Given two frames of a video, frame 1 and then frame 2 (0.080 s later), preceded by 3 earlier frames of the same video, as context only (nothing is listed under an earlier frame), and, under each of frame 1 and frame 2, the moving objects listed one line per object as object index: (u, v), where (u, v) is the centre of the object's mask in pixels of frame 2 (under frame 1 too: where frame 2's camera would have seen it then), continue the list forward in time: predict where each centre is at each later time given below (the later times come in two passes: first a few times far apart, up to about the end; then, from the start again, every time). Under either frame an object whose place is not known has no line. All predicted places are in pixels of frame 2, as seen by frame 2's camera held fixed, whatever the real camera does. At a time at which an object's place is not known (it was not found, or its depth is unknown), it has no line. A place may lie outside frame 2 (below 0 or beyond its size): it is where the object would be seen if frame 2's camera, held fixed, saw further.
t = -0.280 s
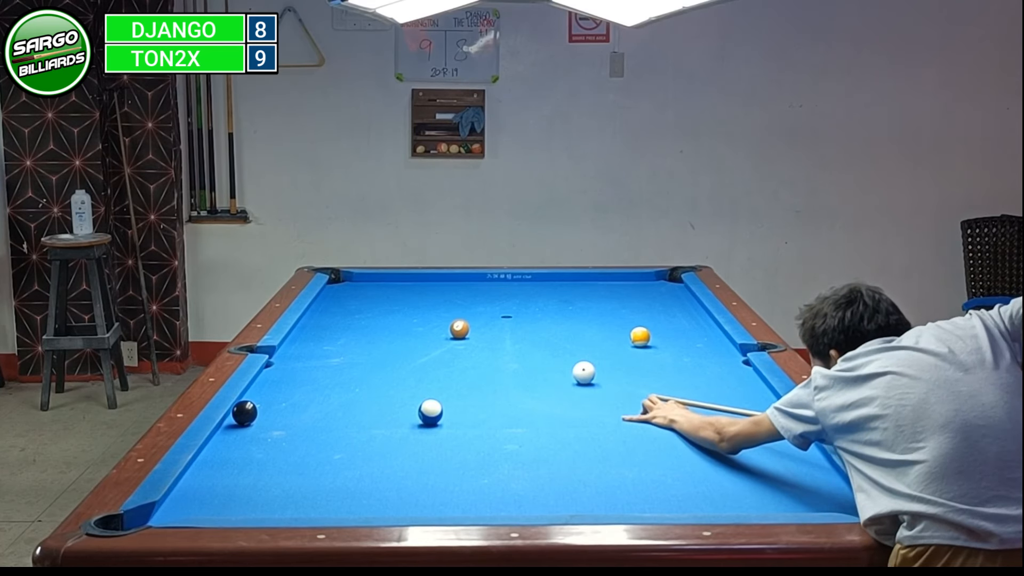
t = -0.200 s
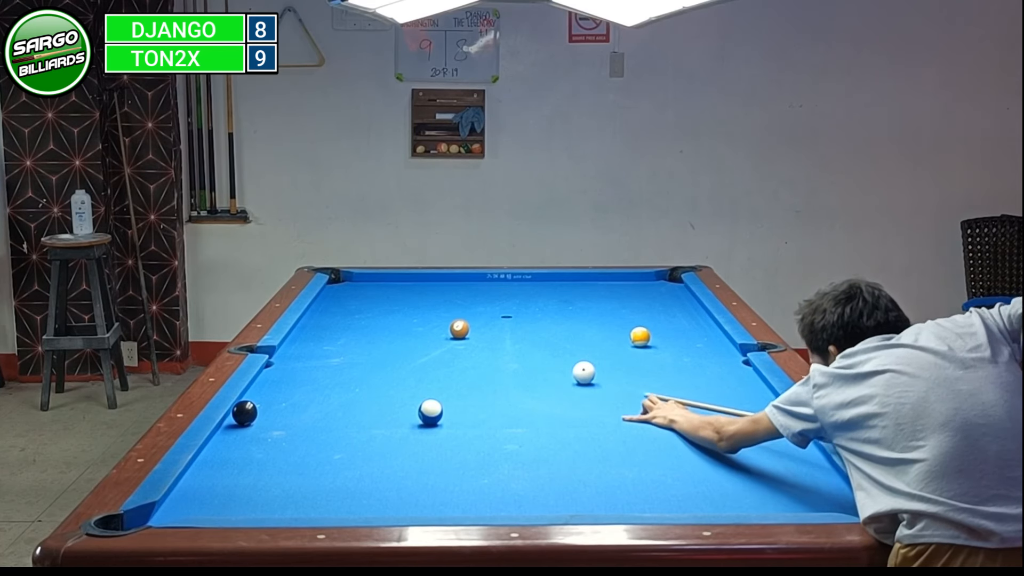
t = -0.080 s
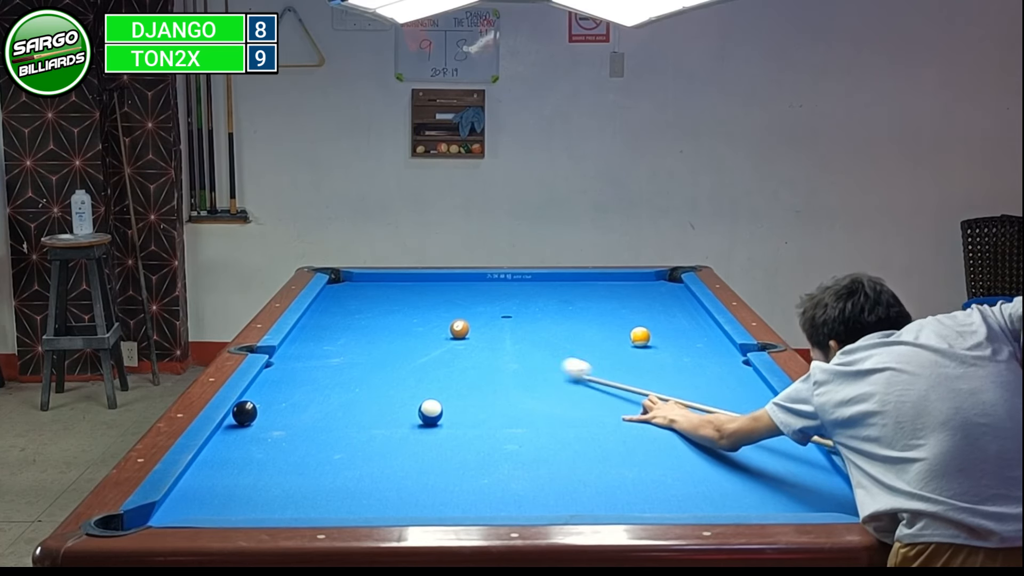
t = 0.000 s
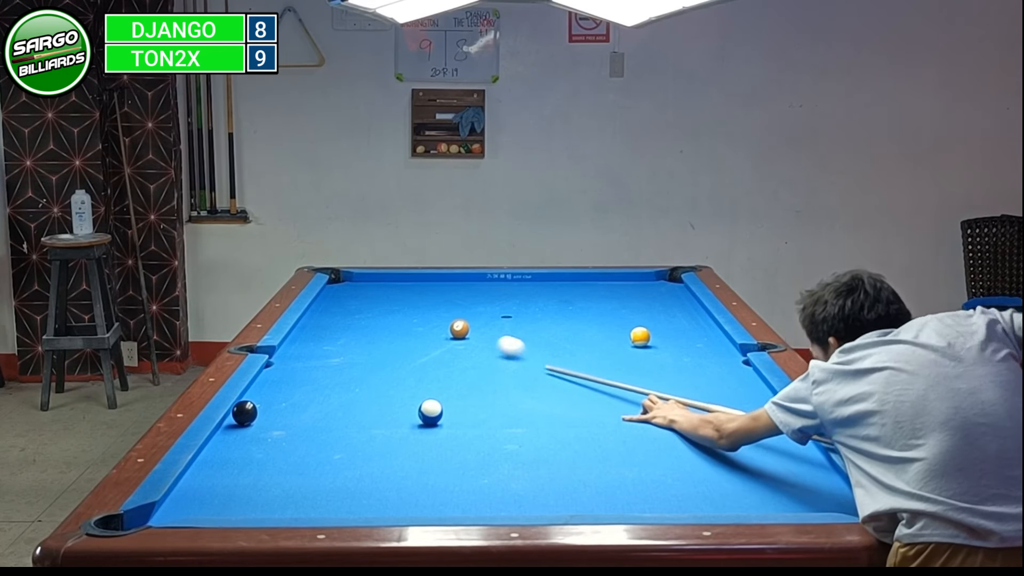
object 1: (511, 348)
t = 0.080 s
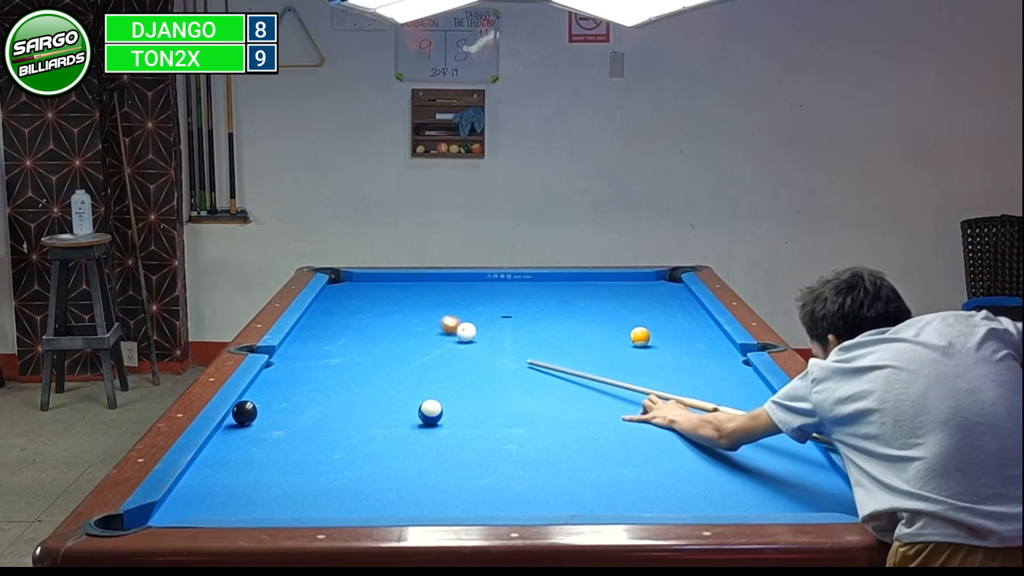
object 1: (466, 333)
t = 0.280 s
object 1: (455, 334)
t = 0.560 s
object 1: (440, 335)
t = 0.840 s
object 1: (428, 336)
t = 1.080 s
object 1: (419, 337)
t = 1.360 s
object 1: (411, 338)
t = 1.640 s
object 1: (405, 338)
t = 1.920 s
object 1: (401, 339)
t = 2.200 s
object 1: (400, 339)
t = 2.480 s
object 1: (401, 339)
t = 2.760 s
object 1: (400, 339)
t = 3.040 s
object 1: (400, 339)
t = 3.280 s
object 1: (400, 339)
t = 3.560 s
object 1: (401, 339)
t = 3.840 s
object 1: (401, 339)
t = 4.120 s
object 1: (401, 339)
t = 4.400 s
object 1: (400, 339)
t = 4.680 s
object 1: (400, 339)
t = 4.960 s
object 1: (400, 339)
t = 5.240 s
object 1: (401, 339)
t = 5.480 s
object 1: (400, 339)
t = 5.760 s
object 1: (401, 339)
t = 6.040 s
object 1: (400, 339)
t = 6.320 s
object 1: (400, 339)
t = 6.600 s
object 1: (400, 339)
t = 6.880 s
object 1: (400, 339)
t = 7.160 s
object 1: (401, 339)
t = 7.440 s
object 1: (401, 339)
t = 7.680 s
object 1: (401, 339)
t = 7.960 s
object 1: (401, 339)
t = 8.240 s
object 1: (401, 339)
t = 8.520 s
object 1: (400, 339)
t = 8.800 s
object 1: (401, 339)
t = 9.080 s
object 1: (401, 339)
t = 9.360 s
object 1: (401, 339)
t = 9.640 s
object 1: (400, 339)
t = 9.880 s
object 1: (400, 339)
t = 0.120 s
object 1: (463, 333)
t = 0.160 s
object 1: (461, 334)
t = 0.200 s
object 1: (458, 333)
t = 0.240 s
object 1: (457, 333)
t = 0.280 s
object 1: (455, 334)
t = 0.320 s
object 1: (452, 334)
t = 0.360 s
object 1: (450, 334)
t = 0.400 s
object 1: (448, 334)
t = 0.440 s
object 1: (446, 334)
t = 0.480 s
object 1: (444, 335)
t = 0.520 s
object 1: (442, 335)
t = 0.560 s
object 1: (440, 335)
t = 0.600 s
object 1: (439, 335)
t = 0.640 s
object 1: (436, 335)
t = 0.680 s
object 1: (435, 335)
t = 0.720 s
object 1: (433, 336)
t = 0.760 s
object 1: (431, 336)
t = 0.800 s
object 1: (430, 336)
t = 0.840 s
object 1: (428, 336)
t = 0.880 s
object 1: (427, 336)
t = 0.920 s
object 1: (425, 336)
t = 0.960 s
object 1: (423, 337)
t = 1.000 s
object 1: (422, 337)
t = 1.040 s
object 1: (420, 337)
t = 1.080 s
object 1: (419, 337)
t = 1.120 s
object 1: (418, 337)
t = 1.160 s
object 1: (416, 337)
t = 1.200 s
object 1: (415, 337)
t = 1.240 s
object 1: (414, 337)
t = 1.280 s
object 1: (413, 338)
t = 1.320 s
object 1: (412, 338)
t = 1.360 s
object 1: (411, 338)
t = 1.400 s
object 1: (410, 338)
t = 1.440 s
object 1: (409, 338)
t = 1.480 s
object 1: (408, 338)
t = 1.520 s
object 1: (407, 338)
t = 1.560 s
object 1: (406, 338)
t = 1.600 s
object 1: (406, 338)
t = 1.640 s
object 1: (405, 338)
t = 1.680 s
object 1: (404, 338)
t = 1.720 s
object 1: (404, 339)
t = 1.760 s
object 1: (403, 339)
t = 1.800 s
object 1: (403, 339)
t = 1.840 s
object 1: (402, 339)
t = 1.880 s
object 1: (402, 339)
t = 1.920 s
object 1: (401, 339)
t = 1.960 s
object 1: (401, 339)
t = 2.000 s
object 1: (401, 339)
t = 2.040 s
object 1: (401, 339)
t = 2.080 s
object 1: (401, 339)
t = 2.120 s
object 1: (401, 339)
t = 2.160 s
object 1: (400, 339)
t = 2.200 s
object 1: (400, 339)
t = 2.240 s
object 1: (400, 339)
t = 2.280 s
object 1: (400, 339)
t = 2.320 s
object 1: (400, 339)
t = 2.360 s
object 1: (400, 339)
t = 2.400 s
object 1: (400, 339)
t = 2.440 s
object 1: (400, 339)
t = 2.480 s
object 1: (401, 339)
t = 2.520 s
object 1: (401, 339)
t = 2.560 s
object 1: (400, 339)
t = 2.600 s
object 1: (400, 339)
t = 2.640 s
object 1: (400, 339)
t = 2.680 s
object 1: (400, 339)
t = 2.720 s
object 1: (400, 339)
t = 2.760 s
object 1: (400, 339)
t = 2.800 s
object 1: (400, 339)
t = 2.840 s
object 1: (400, 339)
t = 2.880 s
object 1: (400, 339)
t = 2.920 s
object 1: (400, 339)
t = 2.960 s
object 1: (400, 339)
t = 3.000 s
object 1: (400, 339)
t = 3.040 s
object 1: (400, 339)
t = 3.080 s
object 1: (400, 339)
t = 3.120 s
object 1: (400, 339)
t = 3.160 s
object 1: (400, 339)
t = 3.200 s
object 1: (400, 339)
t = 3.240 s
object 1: (401, 339)
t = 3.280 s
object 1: (400, 339)
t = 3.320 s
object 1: (400, 339)
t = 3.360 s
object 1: (400, 339)
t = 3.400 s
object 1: (401, 339)
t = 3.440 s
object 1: (401, 339)
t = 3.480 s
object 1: (400, 339)
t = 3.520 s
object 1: (400, 339)
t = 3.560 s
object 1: (401, 339)
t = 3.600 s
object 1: (401, 339)
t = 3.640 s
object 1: (400, 339)
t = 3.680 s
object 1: (400, 339)
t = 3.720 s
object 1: (400, 339)
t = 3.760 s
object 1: (401, 339)
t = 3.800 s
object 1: (401, 339)
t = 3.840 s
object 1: (401, 339)
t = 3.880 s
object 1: (400, 339)
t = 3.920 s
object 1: (401, 339)
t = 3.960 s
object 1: (401, 339)
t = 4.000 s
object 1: (401, 339)
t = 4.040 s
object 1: (401, 339)
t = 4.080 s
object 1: (401, 339)
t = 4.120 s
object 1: (401, 339)
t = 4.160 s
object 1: (401, 339)
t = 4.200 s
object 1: (401, 339)
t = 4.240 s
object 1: (401, 339)
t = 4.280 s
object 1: (401, 339)
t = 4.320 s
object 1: (400, 339)
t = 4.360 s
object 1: (400, 339)
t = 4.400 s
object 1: (400, 339)
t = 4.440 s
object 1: (400, 339)
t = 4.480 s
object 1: (400, 339)
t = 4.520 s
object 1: (400, 339)
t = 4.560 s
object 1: (400, 339)
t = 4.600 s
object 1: (400, 339)
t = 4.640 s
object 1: (400, 339)
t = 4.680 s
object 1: (400, 339)
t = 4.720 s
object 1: (400, 339)
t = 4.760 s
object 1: (400, 339)
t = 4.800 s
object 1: (400, 339)
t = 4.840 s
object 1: (401, 339)
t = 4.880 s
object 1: (401, 339)
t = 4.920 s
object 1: (401, 339)
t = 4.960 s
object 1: (400, 339)
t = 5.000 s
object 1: (401, 339)
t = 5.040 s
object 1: (401, 339)
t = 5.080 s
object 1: (401, 339)
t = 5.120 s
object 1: (401, 339)
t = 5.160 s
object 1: (401, 339)
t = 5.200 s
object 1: (401, 339)
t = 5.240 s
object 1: (401, 339)
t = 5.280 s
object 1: (400, 339)
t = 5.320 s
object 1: (400, 339)
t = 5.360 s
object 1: (401, 339)
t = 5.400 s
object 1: (400, 339)
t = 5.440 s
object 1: (400, 339)
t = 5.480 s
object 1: (400, 339)
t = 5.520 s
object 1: (400, 339)
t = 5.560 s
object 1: (400, 339)
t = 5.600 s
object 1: (400, 339)
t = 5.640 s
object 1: (400, 339)
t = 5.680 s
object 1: (400, 339)
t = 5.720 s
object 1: (400, 339)
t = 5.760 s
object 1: (401, 339)
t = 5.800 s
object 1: (401, 339)
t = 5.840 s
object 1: (400, 339)
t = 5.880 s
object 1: (400, 339)
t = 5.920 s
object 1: (400, 339)
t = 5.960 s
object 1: (400, 339)
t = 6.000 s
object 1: (400, 339)
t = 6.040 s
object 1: (400, 339)
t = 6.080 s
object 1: (401, 339)
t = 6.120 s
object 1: (401, 339)
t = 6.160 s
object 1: (401, 339)
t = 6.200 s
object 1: (400, 339)
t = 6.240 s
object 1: (400, 339)
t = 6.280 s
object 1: (400, 339)
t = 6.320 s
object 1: (400, 339)
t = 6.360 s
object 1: (400, 339)
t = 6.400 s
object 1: (400, 339)
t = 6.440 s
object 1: (400, 339)
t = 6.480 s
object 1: (400, 339)
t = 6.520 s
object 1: (400, 339)
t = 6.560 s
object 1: (400, 339)
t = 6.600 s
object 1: (400, 339)
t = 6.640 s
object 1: (400, 339)
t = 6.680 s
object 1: (400, 339)
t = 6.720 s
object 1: (400, 339)
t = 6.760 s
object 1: (401, 339)
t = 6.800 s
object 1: (400, 339)
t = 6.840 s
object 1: (400, 339)
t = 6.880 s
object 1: (400, 339)
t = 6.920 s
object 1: (400, 339)
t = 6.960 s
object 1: (400, 339)
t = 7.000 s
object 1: (400, 339)
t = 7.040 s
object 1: (400, 339)
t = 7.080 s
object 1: (400, 339)
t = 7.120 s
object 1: (400, 339)
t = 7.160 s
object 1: (401, 339)
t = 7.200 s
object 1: (400, 339)
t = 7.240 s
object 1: (400, 339)
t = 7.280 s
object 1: (401, 339)
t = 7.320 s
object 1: (400, 339)
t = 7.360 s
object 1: (400, 339)
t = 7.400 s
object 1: (400, 339)
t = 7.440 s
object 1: (401, 339)
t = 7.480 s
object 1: (400, 339)
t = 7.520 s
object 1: (400, 339)
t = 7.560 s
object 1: (401, 339)
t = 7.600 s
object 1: (400, 339)
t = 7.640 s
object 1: (401, 339)
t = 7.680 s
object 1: (401, 339)
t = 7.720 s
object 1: (400, 339)
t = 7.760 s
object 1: (401, 339)
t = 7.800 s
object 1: (400, 339)
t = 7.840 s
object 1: (401, 339)
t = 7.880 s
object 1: (400, 339)
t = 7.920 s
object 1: (401, 339)
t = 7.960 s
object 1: (401, 339)
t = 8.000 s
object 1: (400, 339)
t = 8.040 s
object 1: (401, 339)
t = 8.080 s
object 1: (401, 339)
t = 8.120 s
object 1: (400, 339)
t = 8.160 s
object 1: (400, 339)
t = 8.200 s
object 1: (400, 339)
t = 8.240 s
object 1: (401, 339)
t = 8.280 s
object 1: (400, 339)
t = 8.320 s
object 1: (400, 339)
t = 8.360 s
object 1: (400, 339)
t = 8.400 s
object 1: (400, 339)
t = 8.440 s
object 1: (400, 339)
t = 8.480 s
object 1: (400, 339)
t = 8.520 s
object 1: (400, 339)
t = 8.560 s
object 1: (400, 339)
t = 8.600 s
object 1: (400, 339)
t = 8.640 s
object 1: (400, 339)
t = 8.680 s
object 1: (400, 339)
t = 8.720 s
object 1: (400, 339)
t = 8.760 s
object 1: (400, 339)
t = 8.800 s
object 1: (401, 339)
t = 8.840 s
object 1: (400, 339)
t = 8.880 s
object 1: (400, 339)
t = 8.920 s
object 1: (400, 339)
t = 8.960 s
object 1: (400, 339)
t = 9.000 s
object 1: (400, 339)
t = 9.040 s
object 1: (400, 339)
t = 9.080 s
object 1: (401, 339)
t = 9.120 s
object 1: (401, 339)
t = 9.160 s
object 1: (400, 339)
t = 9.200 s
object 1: (400, 339)
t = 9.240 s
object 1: (401, 339)
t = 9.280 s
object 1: (400, 339)
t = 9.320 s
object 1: (400, 339)
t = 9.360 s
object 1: (401, 339)
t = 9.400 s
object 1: (400, 339)
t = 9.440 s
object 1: (400, 339)
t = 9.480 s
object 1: (400, 339)
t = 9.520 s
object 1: (400, 339)
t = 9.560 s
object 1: (400, 339)
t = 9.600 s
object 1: (400, 339)
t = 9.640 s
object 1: (400, 339)
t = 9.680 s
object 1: (400, 339)
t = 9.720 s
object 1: (400, 339)
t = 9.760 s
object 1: (400, 339)
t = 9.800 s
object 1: (400, 339)
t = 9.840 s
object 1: (400, 339)
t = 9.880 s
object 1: (400, 339)
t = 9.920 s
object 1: (400, 339)
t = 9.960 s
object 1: (400, 339)
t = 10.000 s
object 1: (400, 339)
